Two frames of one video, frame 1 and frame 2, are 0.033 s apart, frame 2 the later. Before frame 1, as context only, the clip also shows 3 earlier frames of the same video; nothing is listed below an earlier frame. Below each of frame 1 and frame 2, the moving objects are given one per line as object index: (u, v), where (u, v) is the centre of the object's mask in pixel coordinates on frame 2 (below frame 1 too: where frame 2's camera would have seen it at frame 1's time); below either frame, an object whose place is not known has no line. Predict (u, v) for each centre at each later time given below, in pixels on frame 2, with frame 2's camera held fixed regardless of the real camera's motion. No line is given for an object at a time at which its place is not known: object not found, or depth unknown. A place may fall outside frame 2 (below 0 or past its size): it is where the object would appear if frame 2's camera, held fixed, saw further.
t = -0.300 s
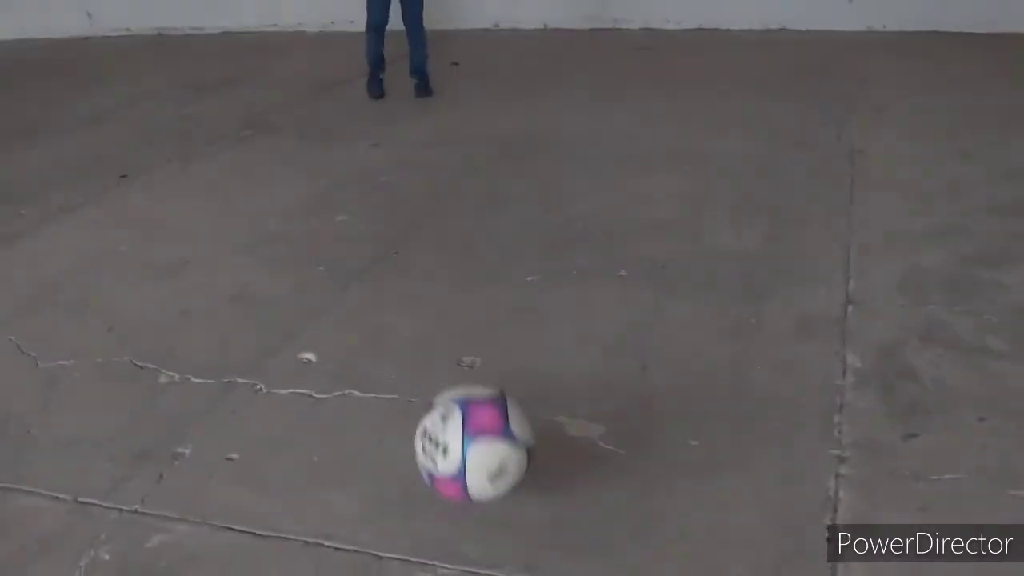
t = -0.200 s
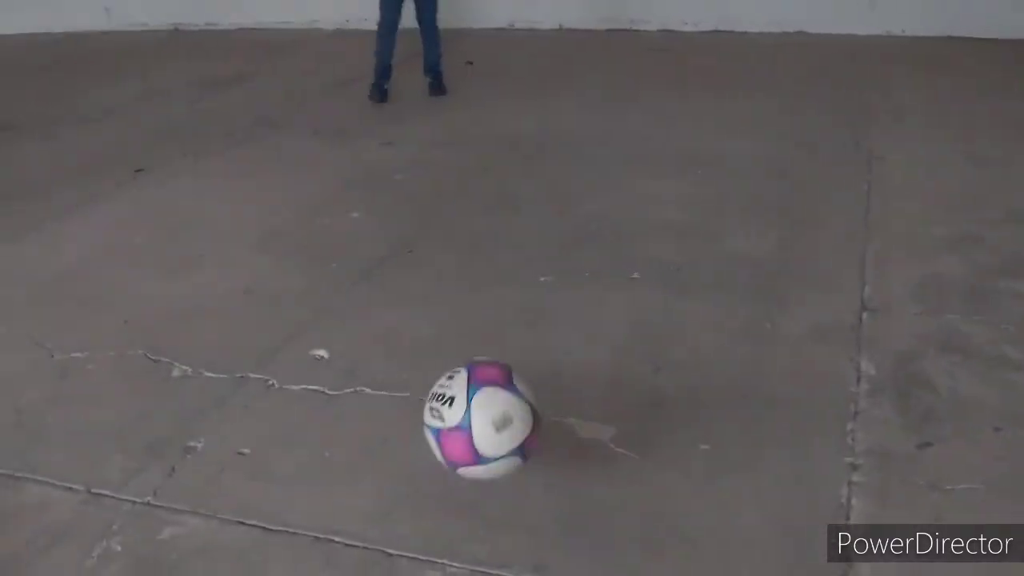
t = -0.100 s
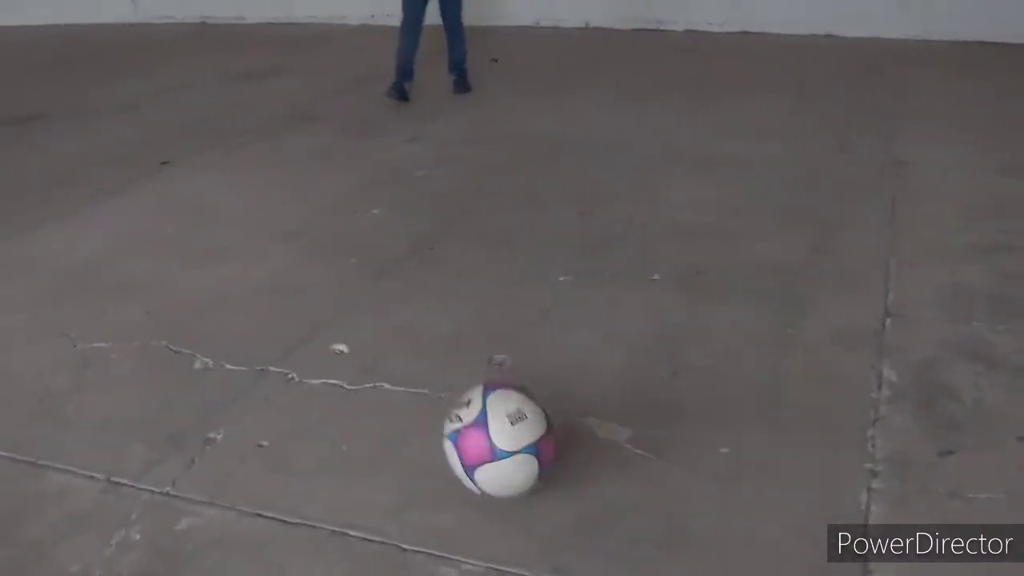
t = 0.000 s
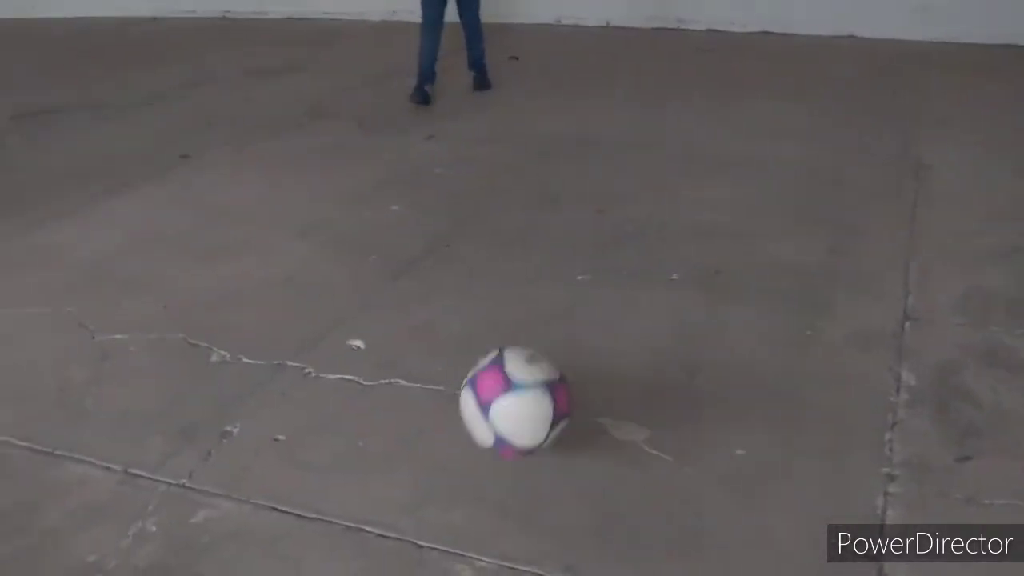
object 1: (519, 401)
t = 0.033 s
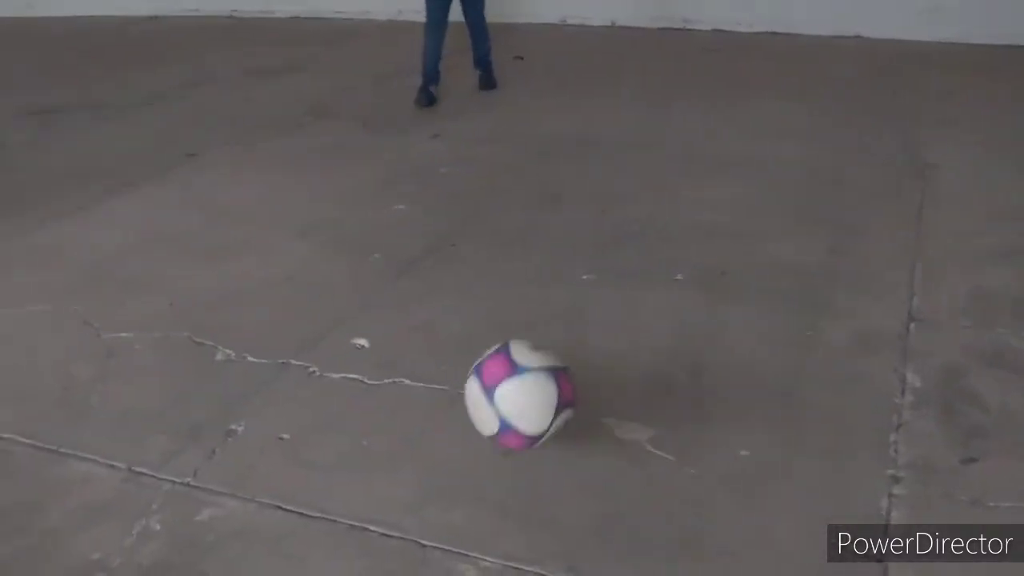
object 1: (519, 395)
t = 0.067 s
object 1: (519, 392)
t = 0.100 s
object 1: (520, 395)
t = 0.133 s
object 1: (521, 402)
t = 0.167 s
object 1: (520, 402)
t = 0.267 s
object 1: (524, 372)
